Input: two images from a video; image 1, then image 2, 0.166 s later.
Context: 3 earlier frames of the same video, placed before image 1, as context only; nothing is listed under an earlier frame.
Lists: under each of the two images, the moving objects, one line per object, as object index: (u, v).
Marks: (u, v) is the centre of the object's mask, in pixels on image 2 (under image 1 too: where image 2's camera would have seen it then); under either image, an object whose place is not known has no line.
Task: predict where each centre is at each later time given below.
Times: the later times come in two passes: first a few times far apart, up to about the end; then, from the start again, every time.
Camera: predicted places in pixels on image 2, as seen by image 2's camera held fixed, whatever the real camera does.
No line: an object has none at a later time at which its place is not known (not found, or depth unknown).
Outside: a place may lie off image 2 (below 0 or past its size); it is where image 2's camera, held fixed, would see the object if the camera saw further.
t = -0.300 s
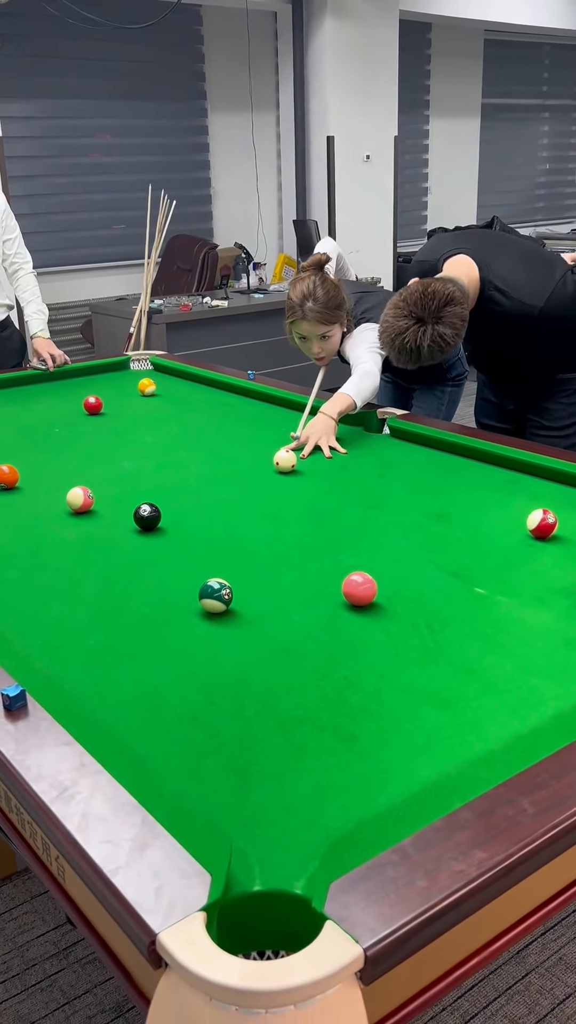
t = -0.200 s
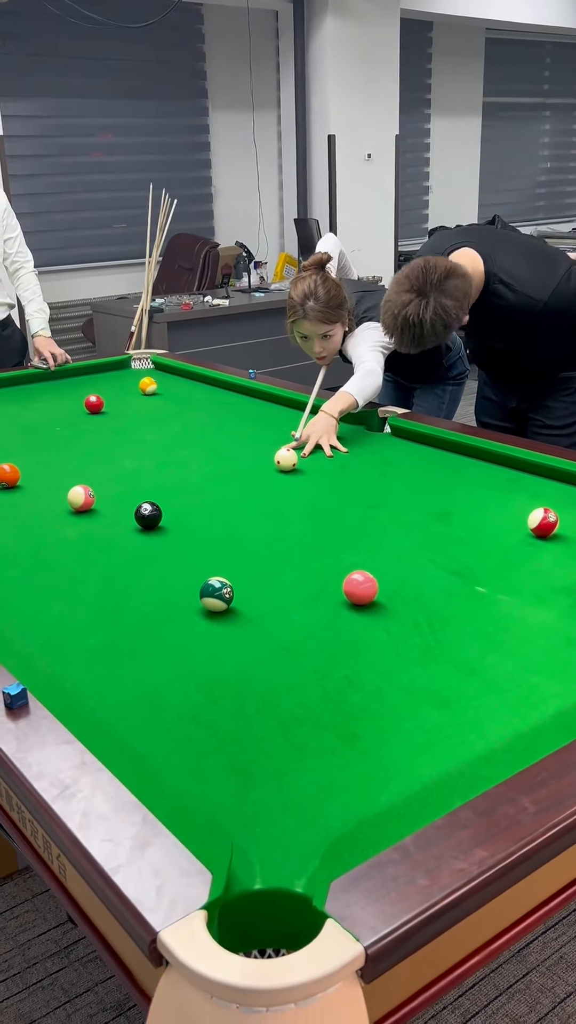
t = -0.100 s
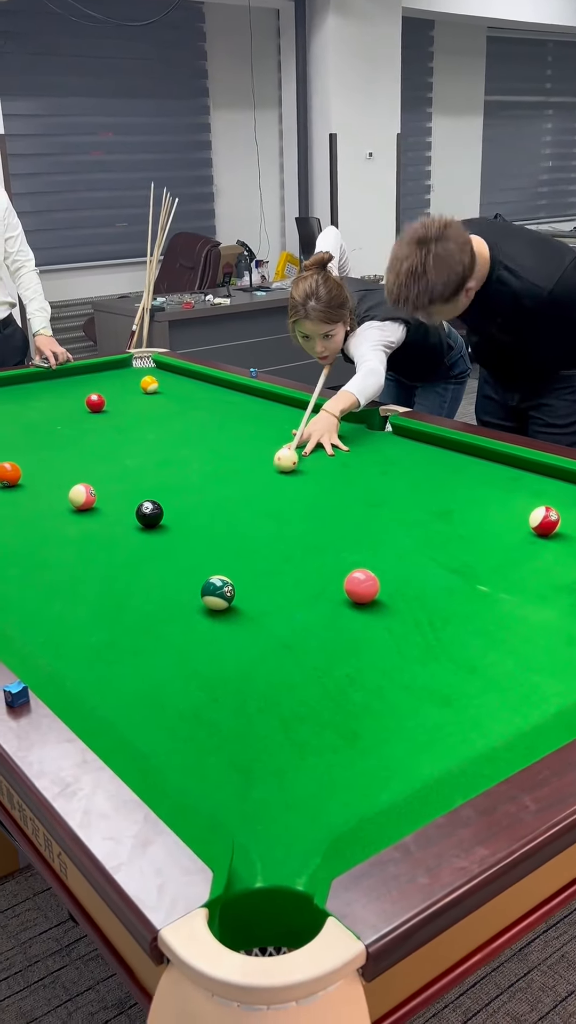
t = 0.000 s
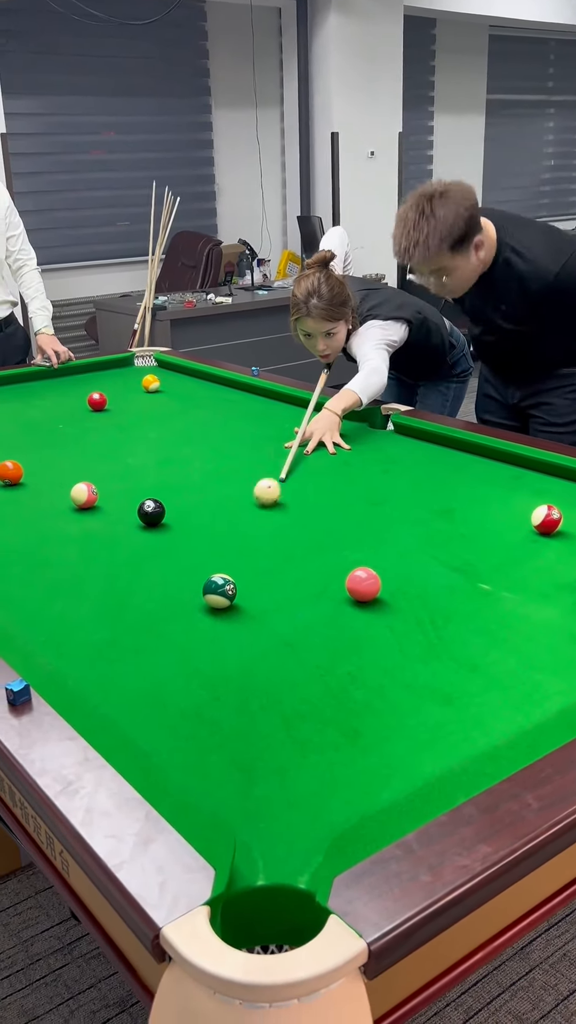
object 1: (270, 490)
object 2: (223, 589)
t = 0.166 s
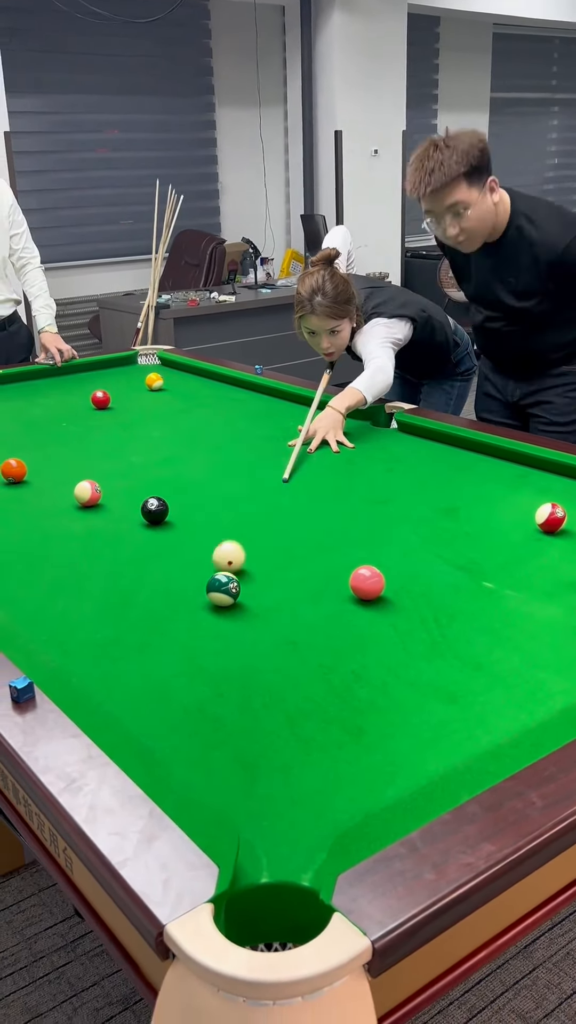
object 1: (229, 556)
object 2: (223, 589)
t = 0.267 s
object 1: (194, 579)
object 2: (231, 616)
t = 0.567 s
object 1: (106, 588)
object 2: (279, 779)
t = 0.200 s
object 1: (219, 567)
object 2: (223, 589)
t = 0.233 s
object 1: (206, 576)
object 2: (227, 601)
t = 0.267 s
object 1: (194, 579)
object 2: (231, 616)
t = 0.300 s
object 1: (183, 580)
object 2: (236, 631)
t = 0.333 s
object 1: (173, 581)
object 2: (241, 648)
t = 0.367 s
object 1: (164, 582)
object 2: (246, 665)
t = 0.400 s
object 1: (154, 583)
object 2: (250, 681)
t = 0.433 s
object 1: (144, 584)
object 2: (256, 700)
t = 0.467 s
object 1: (135, 585)
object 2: (261, 716)
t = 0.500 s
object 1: (125, 586)
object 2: (267, 737)
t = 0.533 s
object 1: (116, 587)
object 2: (272, 756)
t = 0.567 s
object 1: (106, 588)
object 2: (279, 779)
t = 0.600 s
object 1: (97, 589)
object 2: (286, 801)
